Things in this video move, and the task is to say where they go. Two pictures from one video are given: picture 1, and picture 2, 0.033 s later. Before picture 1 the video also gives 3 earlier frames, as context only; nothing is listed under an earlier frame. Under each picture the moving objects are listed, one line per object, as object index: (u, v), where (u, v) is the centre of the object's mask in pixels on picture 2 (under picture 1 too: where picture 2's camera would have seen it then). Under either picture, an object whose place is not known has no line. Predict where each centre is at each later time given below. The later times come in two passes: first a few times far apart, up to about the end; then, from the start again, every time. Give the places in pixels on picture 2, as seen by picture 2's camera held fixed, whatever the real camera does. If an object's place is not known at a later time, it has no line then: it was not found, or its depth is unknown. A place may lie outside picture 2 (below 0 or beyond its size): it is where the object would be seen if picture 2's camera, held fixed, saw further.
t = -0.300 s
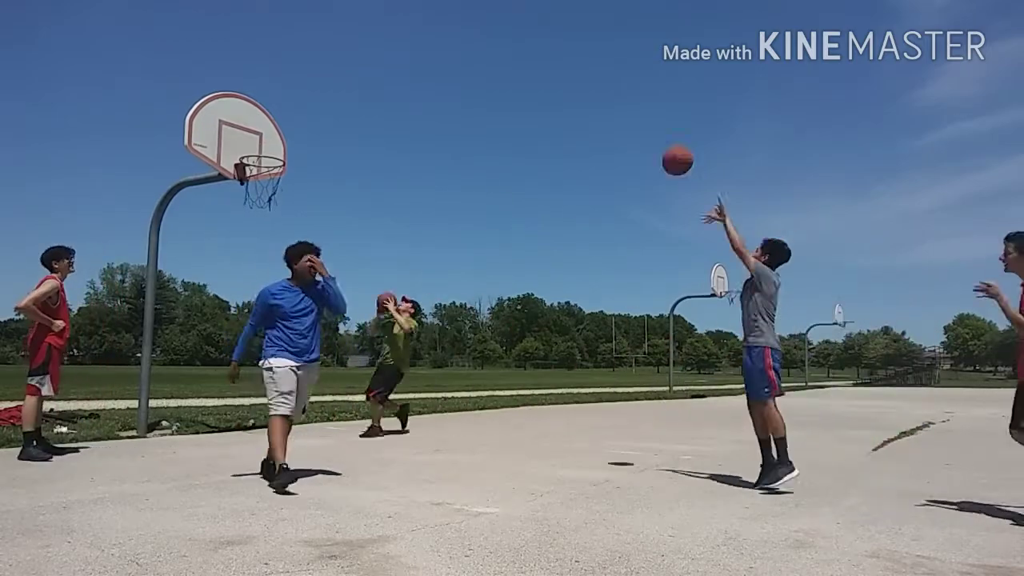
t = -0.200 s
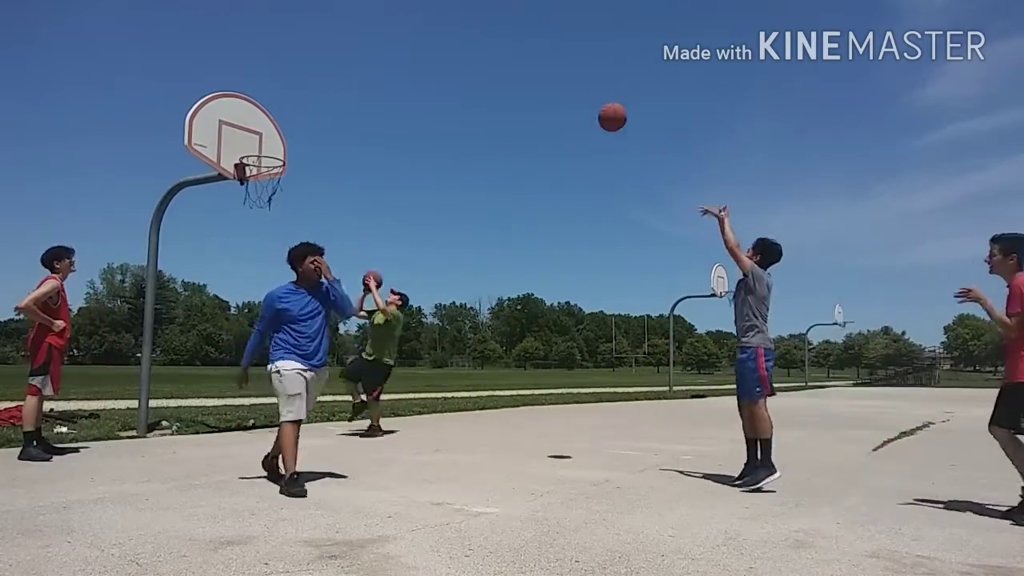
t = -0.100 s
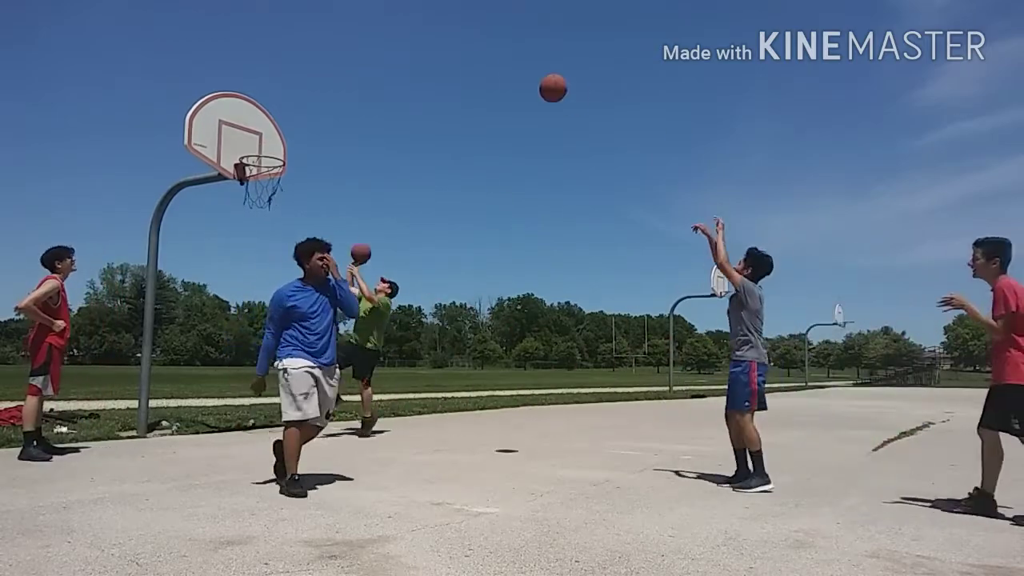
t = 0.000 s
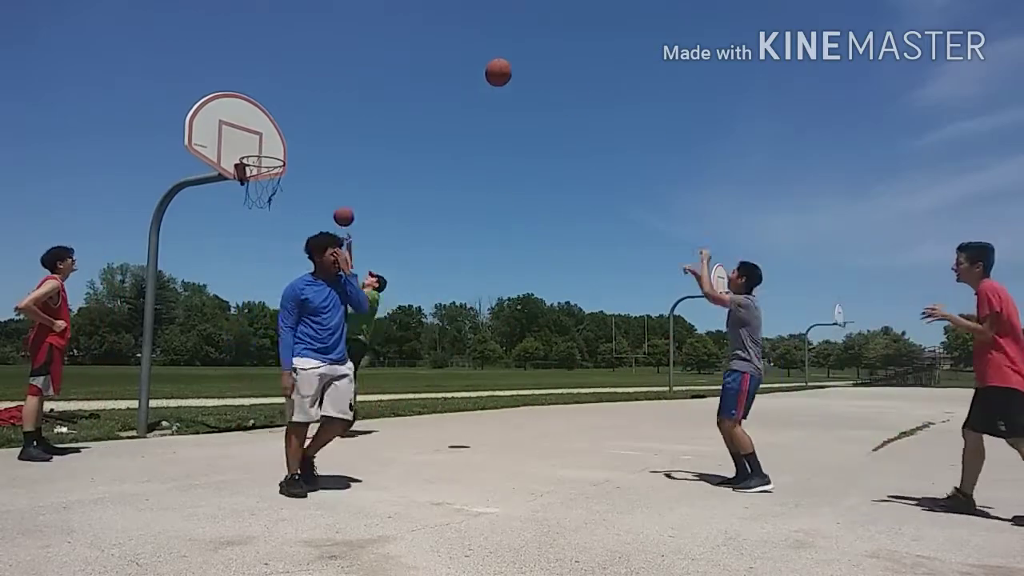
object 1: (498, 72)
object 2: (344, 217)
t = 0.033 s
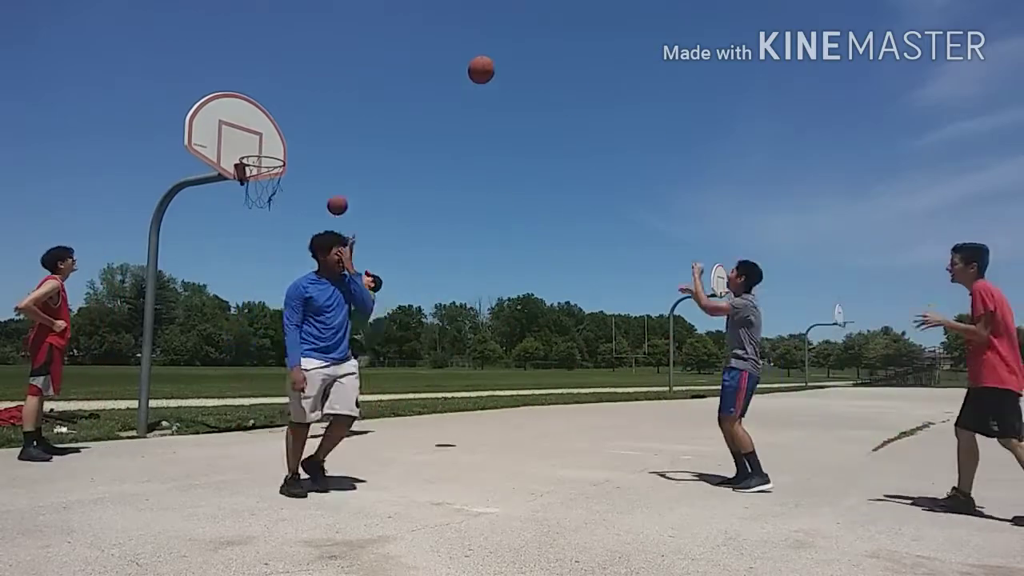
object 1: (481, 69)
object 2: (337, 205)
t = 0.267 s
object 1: (371, 83)
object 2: (289, 149)
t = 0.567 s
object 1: (255, 161)
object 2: (270, 141)
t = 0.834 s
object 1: (182, 257)
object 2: (250, 188)
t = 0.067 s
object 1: (464, 68)
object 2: (330, 195)
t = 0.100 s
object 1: (447, 68)
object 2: (324, 185)
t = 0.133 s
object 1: (431, 68)
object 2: (316, 176)
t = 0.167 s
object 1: (416, 70)
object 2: (310, 167)
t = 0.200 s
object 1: (401, 73)
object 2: (303, 160)
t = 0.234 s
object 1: (385, 77)
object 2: (296, 154)
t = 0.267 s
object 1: (371, 83)
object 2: (289, 149)
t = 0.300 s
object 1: (357, 88)
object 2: (282, 144)
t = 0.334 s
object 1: (342, 95)
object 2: (276, 140)
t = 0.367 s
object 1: (329, 103)
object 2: (271, 137)
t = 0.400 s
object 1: (315, 112)
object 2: (271, 135)
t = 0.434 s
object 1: (302, 121)
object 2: (271, 135)
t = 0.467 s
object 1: (289, 131)
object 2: (269, 135)
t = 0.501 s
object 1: (276, 142)
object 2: (267, 132)
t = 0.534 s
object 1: (264, 155)
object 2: (271, 137)
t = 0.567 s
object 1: (255, 161)
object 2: (270, 141)
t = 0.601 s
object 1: (248, 168)
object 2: (270, 145)
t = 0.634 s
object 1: (239, 176)
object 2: (269, 150)
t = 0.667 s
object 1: (231, 188)
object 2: (269, 156)
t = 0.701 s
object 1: (221, 198)
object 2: (266, 161)
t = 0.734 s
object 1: (212, 211)
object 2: (262, 167)
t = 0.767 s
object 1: (203, 224)
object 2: (258, 174)
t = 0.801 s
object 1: (193, 239)
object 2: (254, 180)
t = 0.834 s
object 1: (182, 257)
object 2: (250, 188)
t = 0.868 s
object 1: (171, 276)
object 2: (246, 193)
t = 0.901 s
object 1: (163, 295)
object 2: (241, 200)
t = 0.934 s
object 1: (150, 320)
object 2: (236, 206)
